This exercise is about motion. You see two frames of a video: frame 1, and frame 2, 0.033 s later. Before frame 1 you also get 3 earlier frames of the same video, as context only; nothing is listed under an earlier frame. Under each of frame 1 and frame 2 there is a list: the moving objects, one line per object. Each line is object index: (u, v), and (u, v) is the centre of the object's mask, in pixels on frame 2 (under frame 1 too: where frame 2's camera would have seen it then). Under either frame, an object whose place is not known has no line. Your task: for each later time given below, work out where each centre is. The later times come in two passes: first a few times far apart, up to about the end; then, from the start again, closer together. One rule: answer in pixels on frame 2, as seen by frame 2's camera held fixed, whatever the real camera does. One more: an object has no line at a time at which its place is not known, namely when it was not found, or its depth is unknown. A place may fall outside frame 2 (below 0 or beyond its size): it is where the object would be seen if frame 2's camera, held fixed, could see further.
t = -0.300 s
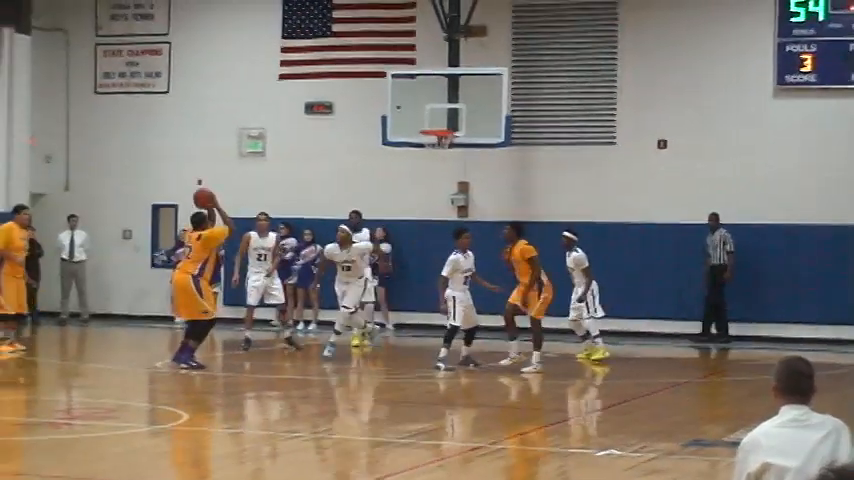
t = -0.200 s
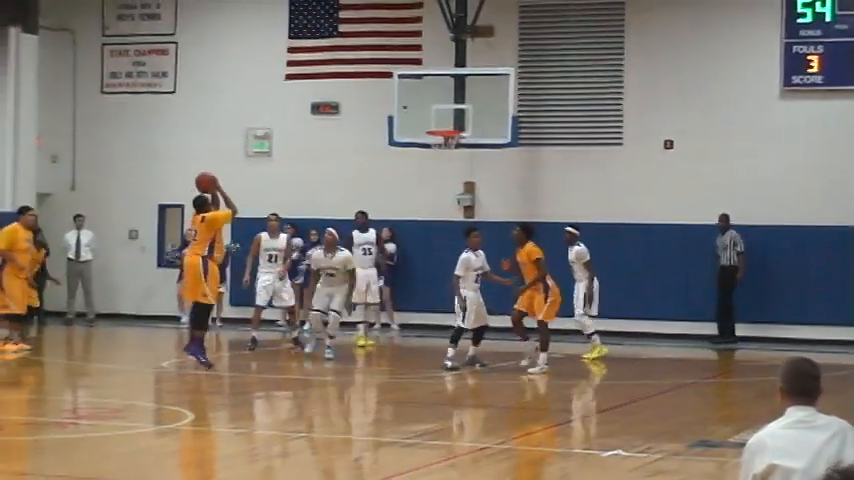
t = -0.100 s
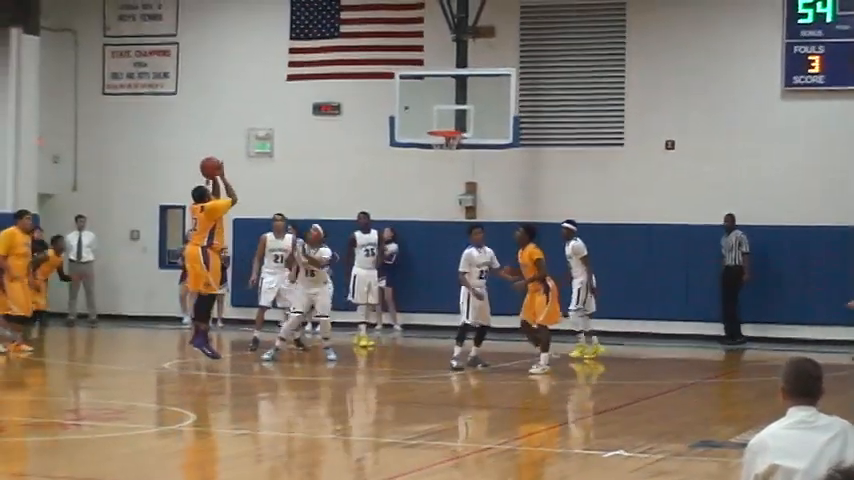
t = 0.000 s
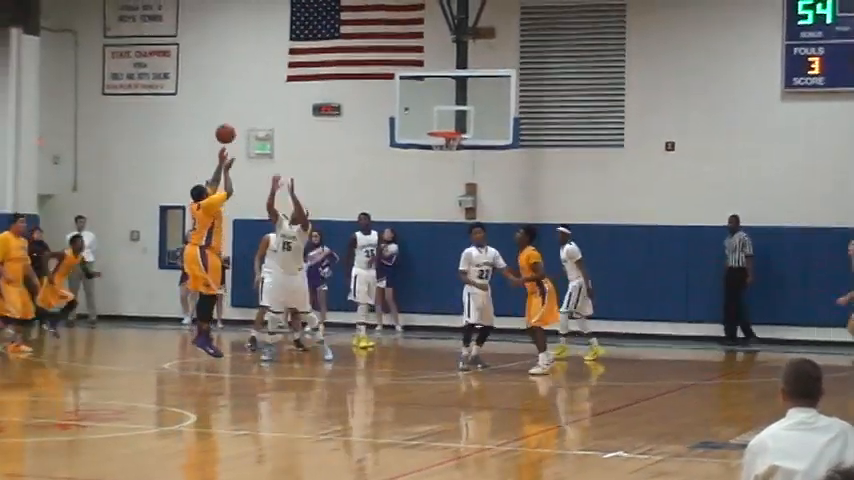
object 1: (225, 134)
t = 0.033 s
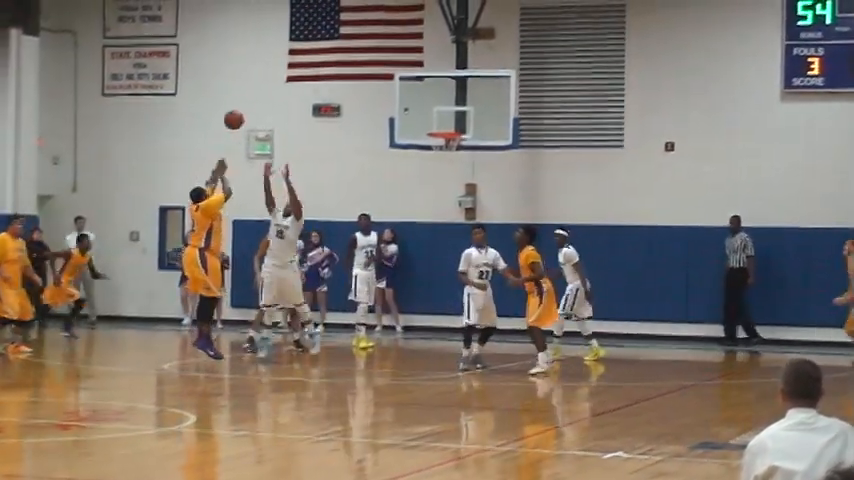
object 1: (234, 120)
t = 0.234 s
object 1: (281, 58)
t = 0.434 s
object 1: (325, 29)
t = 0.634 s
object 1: (365, 35)
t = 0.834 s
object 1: (400, 68)
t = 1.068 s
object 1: (439, 134)
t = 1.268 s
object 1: (459, 146)
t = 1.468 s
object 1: (445, 159)
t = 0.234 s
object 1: (281, 58)
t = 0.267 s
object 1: (288, 51)
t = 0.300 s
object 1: (296, 44)
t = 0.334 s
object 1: (303, 40)
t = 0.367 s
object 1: (311, 36)
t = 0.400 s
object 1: (318, 32)
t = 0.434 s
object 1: (325, 29)
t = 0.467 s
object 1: (331, 28)
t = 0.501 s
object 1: (338, 29)
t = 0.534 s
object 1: (344, 29)
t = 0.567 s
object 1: (352, 29)
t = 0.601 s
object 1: (358, 32)
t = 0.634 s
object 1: (365, 35)
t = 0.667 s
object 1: (370, 39)
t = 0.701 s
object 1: (377, 42)
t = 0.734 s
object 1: (382, 49)
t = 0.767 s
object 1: (388, 52)
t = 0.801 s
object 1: (394, 61)
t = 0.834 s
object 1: (400, 68)
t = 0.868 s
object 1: (406, 76)
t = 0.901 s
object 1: (412, 86)
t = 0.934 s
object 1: (417, 93)
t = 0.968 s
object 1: (423, 104)
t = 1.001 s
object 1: (428, 114)
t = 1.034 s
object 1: (433, 125)
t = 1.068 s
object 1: (439, 134)
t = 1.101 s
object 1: (447, 144)
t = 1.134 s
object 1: (455, 145)
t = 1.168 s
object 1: (459, 146)
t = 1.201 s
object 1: (461, 146)
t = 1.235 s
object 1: (462, 146)
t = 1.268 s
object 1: (459, 146)
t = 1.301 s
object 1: (457, 149)
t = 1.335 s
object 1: (454, 146)
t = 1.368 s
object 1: (452, 150)
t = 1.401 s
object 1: (450, 149)
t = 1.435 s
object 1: (447, 155)
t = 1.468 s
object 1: (445, 159)
